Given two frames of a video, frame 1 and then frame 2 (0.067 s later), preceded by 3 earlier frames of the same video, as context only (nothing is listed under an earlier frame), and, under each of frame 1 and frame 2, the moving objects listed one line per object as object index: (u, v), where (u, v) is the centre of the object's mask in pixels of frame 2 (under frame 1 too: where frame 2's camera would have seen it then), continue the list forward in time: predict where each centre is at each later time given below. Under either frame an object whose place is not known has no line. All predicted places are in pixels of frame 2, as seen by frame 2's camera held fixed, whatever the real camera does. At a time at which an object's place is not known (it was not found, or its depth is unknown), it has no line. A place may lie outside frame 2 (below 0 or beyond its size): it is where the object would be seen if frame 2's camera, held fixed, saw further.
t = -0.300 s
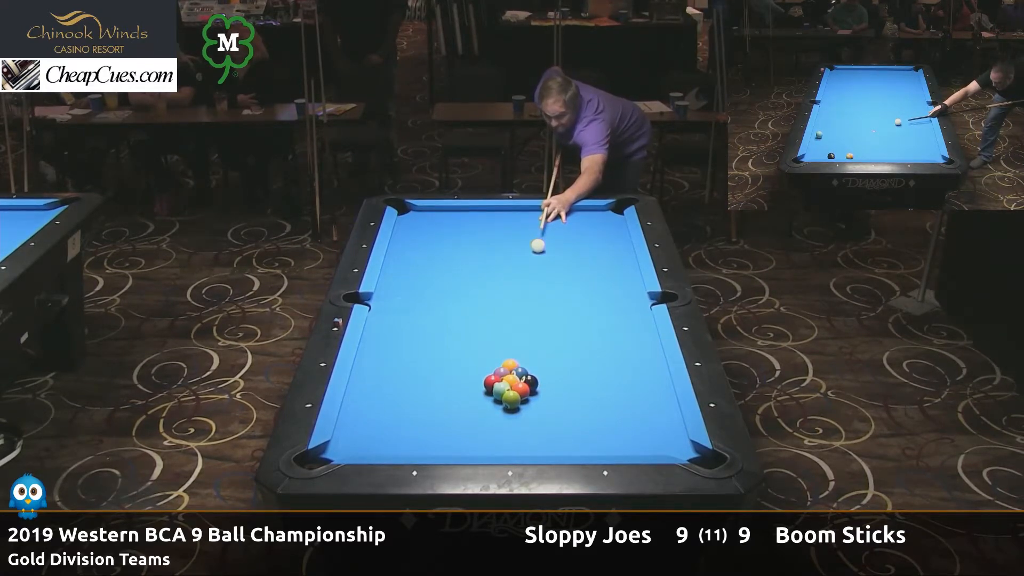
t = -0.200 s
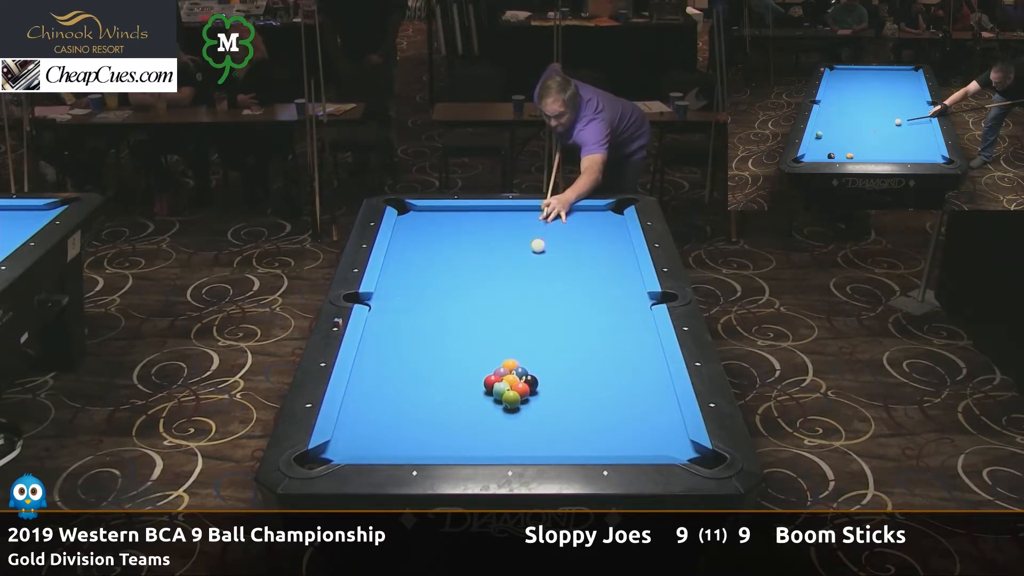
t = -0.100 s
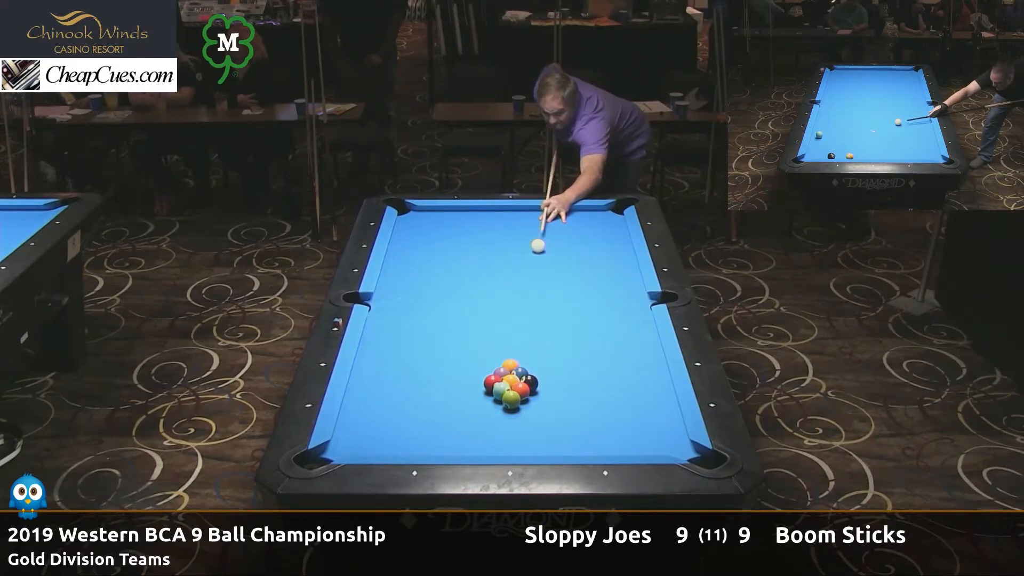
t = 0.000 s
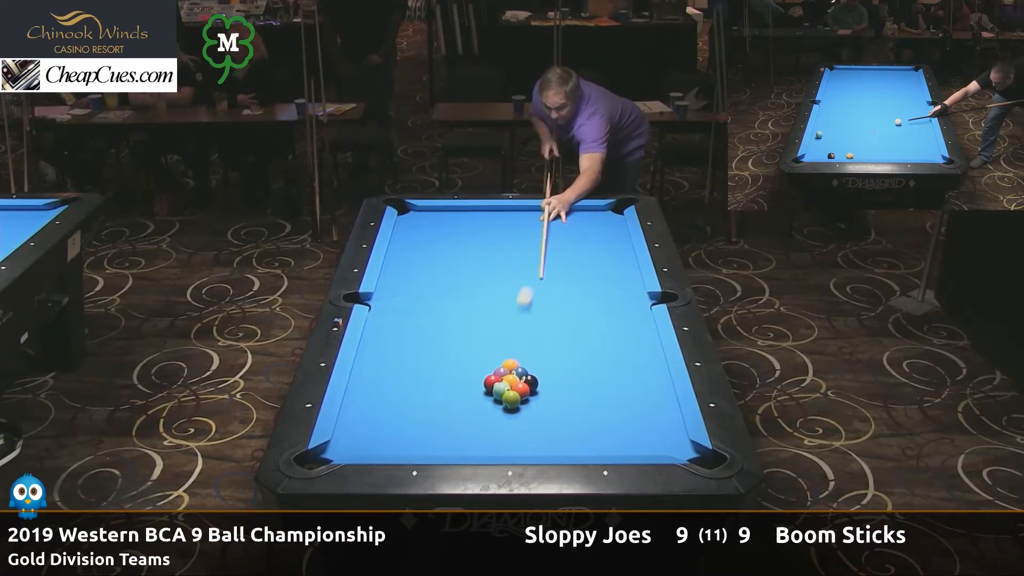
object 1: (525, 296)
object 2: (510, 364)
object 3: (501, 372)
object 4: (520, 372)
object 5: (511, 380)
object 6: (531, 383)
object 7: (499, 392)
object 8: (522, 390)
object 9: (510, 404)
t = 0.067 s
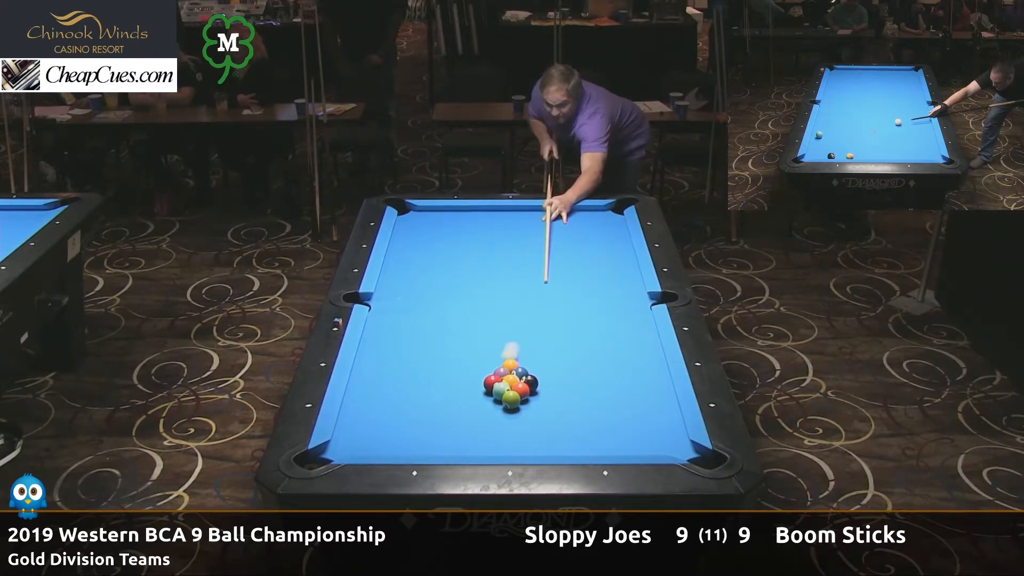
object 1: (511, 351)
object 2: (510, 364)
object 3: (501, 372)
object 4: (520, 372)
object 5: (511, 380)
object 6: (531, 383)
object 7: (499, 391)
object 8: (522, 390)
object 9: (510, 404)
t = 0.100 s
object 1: (500, 351)
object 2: (511, 364)
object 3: (497, 375)
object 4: (527, 374)
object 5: (513, 383)
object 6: (553, 393)
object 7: (493, 401)
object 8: (524, 395)
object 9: (510, 411)
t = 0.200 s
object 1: (468, 344)
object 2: (513, 361)
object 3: (484, 374)
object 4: (547, 367)
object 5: (521, 383)
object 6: (638, 423)
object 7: (464, 430)
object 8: (533, 401)
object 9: (507, 446)
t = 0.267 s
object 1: (449, 338)
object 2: (515, 357)
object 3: (476, 372)
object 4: (559, 363)
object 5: (526, 383)
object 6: (673, 439)
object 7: (446, 446)
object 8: (540, 405)
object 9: (505, 445)
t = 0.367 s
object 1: (420, 333)
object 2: (518, 351)
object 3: (465, 371)
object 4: (576, 357)
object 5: (533, 383)
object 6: (627, 448)
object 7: (431, 440)
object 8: (549, 412)
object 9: (503, 426)
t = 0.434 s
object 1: (402, 331)
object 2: (519, 348)
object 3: (457, 369)
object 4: (588, 354)
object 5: (538, 383)
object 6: (601, 447)
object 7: (424, 430)
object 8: (555, 416)
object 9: (502, 414)
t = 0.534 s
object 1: (376, 331)
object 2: (521, 343)
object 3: (446, 368)
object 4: (604, 348)
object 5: (545, 383)
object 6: (567, 440)
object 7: (414, 416)
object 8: (565, 422)
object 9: (500, 397)
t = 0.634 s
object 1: (380, 340)
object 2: (524, 338)
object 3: (435, 367)
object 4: (620, 343)
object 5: (552, 383)
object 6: (535, 434)
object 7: (403, 404)
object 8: (574, 429)
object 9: (498, 380)
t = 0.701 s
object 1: (388, 348)
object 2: (525, 335)
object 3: (428, 366)
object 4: (630, 339)
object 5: (556, 383)
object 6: (513, 430)
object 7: (397, 395)
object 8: (581, 433)
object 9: (496, 370)
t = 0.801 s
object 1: (398, 361)
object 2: (527, 330)
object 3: (418, 364)
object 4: (645, 335)
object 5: (562, 382)
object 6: (482, 423)
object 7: (388, 383)
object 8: (590, 439)
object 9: (495, 355)
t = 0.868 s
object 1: (394, 367)
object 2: (529, 328)
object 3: (423, 364)
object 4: (646, 332)
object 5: (566, 382)
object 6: (462, 419)
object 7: (382, 376)
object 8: (597, 443)
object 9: (494, 346)
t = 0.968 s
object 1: (403, 366)
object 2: (530, 323)
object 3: (432, 364)
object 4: (635, 328)
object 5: (572, 382)
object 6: (433, 413)
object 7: (360, 378)
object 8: (606, 448)
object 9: (492, 333)
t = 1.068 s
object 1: (413, 366)
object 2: (532, 319)
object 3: (440, 365)
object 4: (625, 325)
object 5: (578, 383)
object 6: (404, 407)
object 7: (378, 375)
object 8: (613, 448)
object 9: (491, 321)
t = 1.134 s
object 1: (419, 367)
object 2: (533, 316)
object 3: (446, 365)
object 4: (618, 322)
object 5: (581, 382)
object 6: (385, 402)
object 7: (388, 372)
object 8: (617, 446)
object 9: (490, 313)
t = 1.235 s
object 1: (427, 367)
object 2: (535, 313)
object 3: (453, 365)
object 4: (608, 318)
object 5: (587, 382)
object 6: (358, 397)
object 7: (404, 369)
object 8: (622, 444)
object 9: (489, 302)
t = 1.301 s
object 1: (433, 367)
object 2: (536, 310)
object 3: (459, 365)
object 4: (602, 316)
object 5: (590, 382)
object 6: (361, 392)
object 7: (414, 367)
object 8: (625, 441)
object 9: (488, 295)
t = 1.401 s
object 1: (444, 367)
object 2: (538, 306)
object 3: (466, 365)
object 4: (592, 313)
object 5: (595, 382)
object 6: (380, 384)
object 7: (425, 363)
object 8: (630, 438)
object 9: (487, 284)
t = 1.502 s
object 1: (456, 368)
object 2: (540, 303)
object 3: (474, 365)
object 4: (583, 310)
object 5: (599, 382)
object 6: (398, 376)
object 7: (435, 360)
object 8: (634, 434)
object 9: (486, 275)
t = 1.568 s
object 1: (462, 368)
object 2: (541, 301)
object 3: (480, 365)
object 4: (577, 308)
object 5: (602, 382)
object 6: (410, 371)
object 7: (442, 357)
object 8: (637, 432)
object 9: (485, 268)
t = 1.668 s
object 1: (470, 369)
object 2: (542, 298)
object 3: (490, 365)
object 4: (569, 305)
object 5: (606, 382)
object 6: (427, 364)
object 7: (452, 354)
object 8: (641, 428)
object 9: (484, 260)
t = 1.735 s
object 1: (475, 369)
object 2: (543, 296)
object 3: (496, 365)
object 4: (563, 303)
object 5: (609, 382)
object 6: (438, 360)
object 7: (458, 352)
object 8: (644, 427)
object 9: (483, 254)
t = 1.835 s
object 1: (483, 370)
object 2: (544, 292)
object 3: (506, 365)
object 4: (555, 300)
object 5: (612, 382)
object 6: (452, 353)
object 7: (469, 348)
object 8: (648, 424)
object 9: (482, 246)
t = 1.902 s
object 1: (489, 370)
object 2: (544, 288)
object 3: (512, 365)
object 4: (549, 299)
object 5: (615, 382)
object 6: (459, 350)
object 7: (478, 345)
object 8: (650, 422)
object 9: (481, 241)
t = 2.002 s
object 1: (497, 371)
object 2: (547, 286)
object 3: (521, 364)
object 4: (542, 296)
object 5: (618, 381)
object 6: (468, 345)
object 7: (491, 341)
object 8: (654, 419)
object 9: (480, 233)
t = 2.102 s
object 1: (504, 372)
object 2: (547, 285)
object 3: (529, 364)
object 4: (534, 293)
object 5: (621, 381)
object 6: (477, 341)
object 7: (504, 336)
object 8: (657, 416)
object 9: (479, 226)
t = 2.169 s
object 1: (509, 372)
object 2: (548, 283)
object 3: (535, 364)
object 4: (529, 292)
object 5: (623, 381)
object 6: (483, 338)
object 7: (513, 333)
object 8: (659, 415)
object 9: (479, 221)
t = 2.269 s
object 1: (516, 373)
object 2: (549, 281)
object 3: (543, 364)
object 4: (522, 289)
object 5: (626, 381)
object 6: (491, 334)
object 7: (525, 329)
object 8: (662, 412)
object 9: (478, 215)
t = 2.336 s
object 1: (520, 373)
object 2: (550, 280)
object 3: (548, 364)
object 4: (518, 287)
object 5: (627, 381)
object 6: (497, 331)
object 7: (534, 326)
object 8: (664, 411)
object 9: (477, 210)
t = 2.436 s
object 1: (527, 374)
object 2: (551, 278)
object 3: (556, 364)
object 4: (511, 285)
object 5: (629, 381)
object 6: (505, 327)
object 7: (545, 322)
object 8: (667, 409)
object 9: (476, 212)
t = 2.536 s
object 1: (533, 375)
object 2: (552, 275)
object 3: (564, 364)
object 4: (504, 283)
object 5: (631, 380)
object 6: (512, 323)
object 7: (557, 318)
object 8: (669, 406)
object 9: (475, 216)
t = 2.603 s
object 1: (538, 376)
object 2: (552, 274)
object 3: (569, 363)
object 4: (500, 281)
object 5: (632, 380)
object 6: (518, 321)
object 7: (564, 316)
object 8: (668, 405)
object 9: (474, 218)
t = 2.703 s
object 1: (544, 376)
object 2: (553, 272)
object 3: (576, 363)
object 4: (494, 279)
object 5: (634, 380)
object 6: (525, 317)
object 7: (575, 312)
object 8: (666, 404)
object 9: (473, 222)
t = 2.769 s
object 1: (548, 377)
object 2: (554, 271)
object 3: (581, 363)
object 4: (490, 278)
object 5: (635, 380)
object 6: (530, 315)
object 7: (582, 310)
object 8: (665, 404)
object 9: (473, 224)
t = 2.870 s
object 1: (553, 377)
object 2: (555, 269)
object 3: (588, 363)
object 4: (485, 276)
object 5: (636, 380)
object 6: (537, 312)
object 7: (592, 306)
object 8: (664, 402)
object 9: (471, 228)
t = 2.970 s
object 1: (559, 378)
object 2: (556, 267)
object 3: (594, 363)
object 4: (479, 275)
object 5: (637, 380)
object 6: (543, 308)
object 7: (602, 303)
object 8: (662, 402)
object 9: (470, 232)
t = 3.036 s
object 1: (562, 379)
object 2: (556, 266)
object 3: (598, 363)
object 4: (476, 273)
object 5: (638, 380)
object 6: (548, 306)
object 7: (608, 300)
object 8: (661, 401)
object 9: (469, 234)
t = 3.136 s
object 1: (568, 379)
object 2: (557, 264)
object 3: (605, 363)
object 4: (470, 272)
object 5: (638, 380)
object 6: (554, 303)
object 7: (618, 297)
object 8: (660, 400)
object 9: (468, 238)
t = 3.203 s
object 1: (571, 380)
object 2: (557, 263)
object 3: (609, 363)
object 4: (467, 270)
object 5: (638, 380)
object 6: (558, 301)
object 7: (624, 295)
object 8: (659, 400)
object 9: (467, 240)
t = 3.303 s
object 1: (575, 381)
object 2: (558, 262)
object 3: (614, 363)
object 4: (462, 269)
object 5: (639, 380)
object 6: (564, 298)
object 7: (633, 292)
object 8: (658, 399)
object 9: (466, 244)
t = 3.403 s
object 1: (580, 381)
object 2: (559, 261)
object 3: (620, 363)
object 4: (457, 267)
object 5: (638, 380)
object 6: (570, 295)
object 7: (636, 289)
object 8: (657, 398)
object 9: (465, 248)
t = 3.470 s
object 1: (583, 382)
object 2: (559, 260)
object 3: (623, 363)
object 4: (454, 266)
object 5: (638, 380)
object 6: (574, 294)
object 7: (632, 288)
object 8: (657, 398)
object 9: (464, 250)
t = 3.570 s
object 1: (587, 382)
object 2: (560, 259)
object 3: (629, 363)
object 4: (450, 265)
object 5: (638, 380)
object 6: (579, 291)
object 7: (626, 286)
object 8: (657, 398)
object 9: (463, 254)
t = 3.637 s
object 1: (590, 383)
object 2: (560, 258)
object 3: (632, 363)
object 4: (447, 264)
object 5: (638, 380)
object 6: (583, 289)
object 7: (623, 285)
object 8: (657, 398)
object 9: (462, 257)
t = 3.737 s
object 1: (593, 383)
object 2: (561, 257)
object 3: (637, 363)
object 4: (443, 262)
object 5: (638, 380)
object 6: (588, 287)
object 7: (617, 284)
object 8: (656, 398)
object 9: (461, 260)
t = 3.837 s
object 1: (597, 384)
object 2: (562, 256)
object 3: (641, 363)
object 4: (439, 261)
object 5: (638, 380)
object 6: (593, 285)
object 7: (612, 282)
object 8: (656, 397)
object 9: (459, 264)
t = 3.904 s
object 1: (599, 384)
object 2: (562, 255)
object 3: (644, 363)
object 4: (437, 260)
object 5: (638, 380)
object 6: (595, 283)
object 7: (609, 281)
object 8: (656, 398)
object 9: (458, 266)
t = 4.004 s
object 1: (602, 385)
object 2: (563, 255)
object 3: (648, 363)
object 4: (433, 258)
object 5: (638, 380)
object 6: (593, 282)
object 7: (611, 279)
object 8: (656, 397)
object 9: (457, 270)
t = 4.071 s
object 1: (604, 385)
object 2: (563, 254)
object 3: (651, 363)
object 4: (431, 258)
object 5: (638, 380)
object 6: (592, 281)
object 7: (611, 277)
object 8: (656, 397)
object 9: (456, 272)
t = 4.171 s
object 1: (606, 386)
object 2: (564, 253)
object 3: (654, 363)
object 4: (427, 257)
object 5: (638, 380)
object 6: (590, 280)
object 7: (612, 275)
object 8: (656, 397)
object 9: (455, 276)
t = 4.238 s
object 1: (608, 386)
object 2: (564, 253)
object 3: (657, 363)
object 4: (425, 256)
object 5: (638, 380)
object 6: (589, 279)
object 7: (613, 274)
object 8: (656, 397)
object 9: (454, 278)
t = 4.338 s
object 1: (610, 387)
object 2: (564, 252)
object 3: (656, 363)
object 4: (422, 255)
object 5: (638, 380)
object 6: (587, 278)
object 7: (614, 272)
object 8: (656, 398)
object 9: (452, 282)
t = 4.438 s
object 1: (612, 387)
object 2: (565, 252)
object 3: (654, 363)
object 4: (419, 254)
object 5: (638, 380)
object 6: (586, 277)
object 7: (614, 270)
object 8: (656, 397)
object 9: (451, 285)
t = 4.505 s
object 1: (613, 387)
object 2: (565, 251)
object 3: (653, 363)
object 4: (417, 253)
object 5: (638, 380)
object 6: (585, 277)
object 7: (615, 269)
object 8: (656, 397)
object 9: (450, 288)
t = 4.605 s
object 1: (614, 388)
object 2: (565, 251)
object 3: (651, 363)
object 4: (415, 252)
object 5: (638, 380)
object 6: (584, 276)
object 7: (615, 267)
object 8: (656, 398)
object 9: (448, 291)
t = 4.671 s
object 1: (615, 388)
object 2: (565, 251)
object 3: (651, 363)
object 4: (413, 251)
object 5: (638, 380)
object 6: (583, 275)
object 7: (616, 266)
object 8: (656, 397)
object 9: (448, 293)
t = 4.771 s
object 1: (616, 389)
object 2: (566, 250)
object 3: (649, 363)
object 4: (410, 251)
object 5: (638, 380)
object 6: (582, 274)
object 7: (616, 264)
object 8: (656, 397)
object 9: (446, 296)
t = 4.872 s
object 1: (617, 389)
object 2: (566, 250)
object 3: (648, 363)
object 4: (408, 250)
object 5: (638, 380)
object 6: (582, 274)
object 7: (616, 263)
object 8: (656, 397)
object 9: (445, 300)
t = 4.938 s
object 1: (617, 389)
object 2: (566, 250)
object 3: (648, 363)
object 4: (406, 249)
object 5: (638, 380)
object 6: (581, 273)
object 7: (617, 262)
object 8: (656, 397)
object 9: (444, 302)
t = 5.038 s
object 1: (617, 390)
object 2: (566, 250)
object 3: (647, 363)
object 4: (404, 248)
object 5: (638, 380)
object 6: (580, 273)
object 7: (617, 261)
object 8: (656, 398)
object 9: (442, 305)
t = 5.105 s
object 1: (617, 390)
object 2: (566, 249)
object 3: (647, 363)
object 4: (403, 248)
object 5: (638, 380)
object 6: (580, 272)
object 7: (617, 260)
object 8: (656, 398)
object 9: (442, 307)
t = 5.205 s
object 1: (617, 390)
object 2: (567, 249)
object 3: (646, 363)
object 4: (401, 247)
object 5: (638, 380)
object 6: (580, 272)
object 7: (618, 259)
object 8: (656, 397)
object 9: (441, 311)
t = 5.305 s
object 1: (617, 390)
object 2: (567, 249)
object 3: (646, 363)
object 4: (399, 246)
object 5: (638, 380)
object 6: (579, 272)
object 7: (618, 258)
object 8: (656, 398)
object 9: (440, 314)
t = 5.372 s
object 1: (617, 390)
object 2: (567, 249)
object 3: (646, 363)
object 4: (398, 246)
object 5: (638, 380)
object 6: (579, 272)
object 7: (619, 257)
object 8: (656, 397)
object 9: (439, 316)
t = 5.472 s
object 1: (617, 390)
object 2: (567, 249)
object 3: (646, 363)
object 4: (396, 246)
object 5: (638, 380)
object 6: (579, 271)
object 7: (619, 256)
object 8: (656, 397)
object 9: (438, 319)
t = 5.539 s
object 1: (617, 390)
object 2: (567, 249)
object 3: (646, 363)
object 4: (395, 246)
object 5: (638, 381)
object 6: (579, 271)
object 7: (619, 256)
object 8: (656, 398)
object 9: (437, 321)
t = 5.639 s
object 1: (617, 390)
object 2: (567, 249)
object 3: (646, 363)
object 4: (395, 245)
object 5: (638, 381)
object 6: (579, 271)
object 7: (620, 255)
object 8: (656, 397)
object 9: (436, 324)
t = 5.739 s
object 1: (617, 390)
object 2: (567, 249)
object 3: (646, 363)
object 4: (395, 244)
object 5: (638, 380)
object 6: (579, 271)
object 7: (620, 254)
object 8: (656, 397)
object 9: (435, 326)
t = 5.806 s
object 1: (617, 390)
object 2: (567, 249)
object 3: (646, 363)
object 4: (396, 244)
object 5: (638, 381)
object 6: (579, 271)
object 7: (621, 254)
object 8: (656, 398)
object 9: (434, 328)
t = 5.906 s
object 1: (617, 390)
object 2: (567, 249)
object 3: (646, 363)
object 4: (397, 244)
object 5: (638, 380)
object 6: (579, 271)
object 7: (621, 253)
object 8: (656, 397)
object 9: (433, 331)
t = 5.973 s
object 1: (617, 390)
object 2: (567, 249)
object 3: (646, 363)
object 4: (397, 244)
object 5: (638, 380)
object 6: (579, 271)
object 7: (621, 253)
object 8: (656, 398)
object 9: (432, 333)
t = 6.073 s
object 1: (617, 390)
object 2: (567, 249)
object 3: (646, 363)
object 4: (397, 244)
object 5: (638, 380)
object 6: (579, 271)
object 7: (622, 252)
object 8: (656, 397)
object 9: (432, 335)
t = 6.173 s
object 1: (617, 390)
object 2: (567, 249)
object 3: (646, 363)
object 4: (398, 244)
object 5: (638, 380)
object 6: (579, 271)
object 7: (622, 252)
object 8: (656, 397)
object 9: (431, 338)
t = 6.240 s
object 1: (617, 390)
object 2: (567, 249)
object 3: (646, 363)
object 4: (398, 244)
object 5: (638, 380)
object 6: (579, 271)
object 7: (622, 251)
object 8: (656, 398)
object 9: (430, 339)
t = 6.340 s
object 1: (617, 390)
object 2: (567, 249)
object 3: (646, 363)
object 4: (398, 244)
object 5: (638, 380)
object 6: (579, 271)
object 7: (623, 251)
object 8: (656, 398)
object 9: (429, 341)
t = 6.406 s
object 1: (617, 390)
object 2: (567, 249)
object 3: (646, 363)
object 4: (398, 244)
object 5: (638, 380)
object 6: (579, 271)
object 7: (623, 251)
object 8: (656, 397)
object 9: (428, 343)
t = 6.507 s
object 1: (617, 390)
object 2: (567, 249)
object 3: (646, 363)
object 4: (398, 244)
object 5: (638, 380)
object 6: (579, 271)
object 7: (623, 251)
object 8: (656, 397)
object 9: (427, 345)
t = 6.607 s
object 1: (617, 390)
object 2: (567, 249)
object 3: (646, 363)
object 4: (398, 244)
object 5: (638, 380)
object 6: (579, 271)
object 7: (623, 251)
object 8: (656, 397)
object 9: (426, 347)
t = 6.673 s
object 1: (617, 390)
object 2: (567, 249)
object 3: (646, 363)
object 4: (398, 243)
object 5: (638, 380)
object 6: (579, 271)
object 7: (623, 250)
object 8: (656, 397)
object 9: (426, 348)
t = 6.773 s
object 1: (617, 390)
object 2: (567, 249)
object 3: (646, 363)
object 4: (398, 243)
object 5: (638, 380)
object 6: (579, 271)
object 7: (623, 250)
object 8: (656, 397)
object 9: (425, 350)
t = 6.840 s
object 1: (617, 390)
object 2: (567, 249)
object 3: (646, 363)
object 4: (398, 243)
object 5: (638, 380)
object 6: (579, 271)
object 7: (623, 250)
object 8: (656, 398)
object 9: (424, 351)
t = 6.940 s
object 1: (617, 390)
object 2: (567, 249)
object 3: (646, 363)
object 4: (398, 243)
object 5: (638, 380)
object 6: (579, 271)
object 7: (623, 250)
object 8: (656, 397)
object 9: (424, 353)
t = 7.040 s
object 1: (617, 390)
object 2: (567, 249)
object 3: (646, 363)
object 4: (398, 243)
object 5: (638, 380)
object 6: (579, 271)
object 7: (623, 250)
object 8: (656, 397)
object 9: (423, 354)
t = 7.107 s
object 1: (617, 390)
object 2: (567, 249)
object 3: (646, 363)
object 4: (398, 243)
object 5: (638, 380)
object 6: (579, 271)
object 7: (623, 250)
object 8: (656, 398)
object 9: (423, 356)
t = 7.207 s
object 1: (617, 390)
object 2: (567, 249)
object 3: (646, 363)
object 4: (398, 244)
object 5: (638, 380)
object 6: (579, 271)
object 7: (623, 250)
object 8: (656, 397)
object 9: (422, 357)
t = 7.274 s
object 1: (617, 390)
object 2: (567, 249)
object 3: (646, 363)
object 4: (398, 244)
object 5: (638, 380)
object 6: (579, 271)
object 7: (623, 250)
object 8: (656, 397)
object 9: (422, 358)
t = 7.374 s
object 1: (617, 390)
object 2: (567, 249)
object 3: (646, 363)
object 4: (398, 244)
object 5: (638, 380)
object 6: (579, 271)
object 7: (623, 250)
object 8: (656, 397)
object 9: (422, 359)
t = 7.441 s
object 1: (617, 390)
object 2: (567, 249)
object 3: (646, 363)
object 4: (398, 244)
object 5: (638, 380)
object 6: (579, 271)
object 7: (623, 250)
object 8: (656, 397)
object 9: (422, 360)
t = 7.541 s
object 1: (617, 390)
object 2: (567, 249)
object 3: (646, 363)
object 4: (398, 244)
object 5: (638, 380)
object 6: (579, 271)
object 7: (623, 250)
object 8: (656, 397)
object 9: (421, 360)
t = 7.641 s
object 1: (617, 390)
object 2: (567, 249)
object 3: (646, 363)
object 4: (398, 244)
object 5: (638, 380)
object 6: (579, 271)
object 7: (623, 250)
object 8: (656, 398)
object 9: (421, 361)
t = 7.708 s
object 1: (617, 390)
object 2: (567, 249)
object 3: (646, 363)
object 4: (398, 243)
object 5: (638, 380)
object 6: (579, 271)
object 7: (623, 250)
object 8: (656, 397)
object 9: (421, 362)
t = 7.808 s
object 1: (617, 390)
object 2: (567, 249)
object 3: (646, 363)
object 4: (398, 244)
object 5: (638, 380)
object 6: (579, 271)
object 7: (623, 250)
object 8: (656, 397)
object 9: (421, 362)
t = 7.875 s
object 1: (617, 390)
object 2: (567, 249)
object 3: (646, 363)
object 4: (398, 244)
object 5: (638, 380)
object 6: (579, 271)
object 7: (623, 250)
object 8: (656, 398)
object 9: (421, 363)
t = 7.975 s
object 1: (617, 390)
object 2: (567, 249)
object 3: (646, 363)
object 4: (398, 244)
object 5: (638, 380)
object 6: (579, 271)
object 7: (623, 250)
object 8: (656, 397)
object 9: (421, 363)
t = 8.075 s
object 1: (617, 390)
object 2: (567, 249)
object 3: (646, 363)
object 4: (398, 244)
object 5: (638, 380)
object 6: (579, 271)
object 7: (623, 250)
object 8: (656, 397)
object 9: (421, 364)
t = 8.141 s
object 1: (617, 390)
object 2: (567, 249)
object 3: (646, 363)
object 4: (398, 244)
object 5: (638, 380)
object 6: (579, 271)
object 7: (623, 250)
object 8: (656, 398)
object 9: (421, 364)
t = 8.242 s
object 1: (617, 390)
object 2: (567, 249)
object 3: (646, 363)
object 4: (398, 244)
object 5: (638, 380)
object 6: (579, 271)
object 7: (623, 250)
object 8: (656, 397)
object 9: (421, 364)
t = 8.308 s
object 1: (617, 390)
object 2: (567, 249)
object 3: (646, 363)
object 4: (398, 244)
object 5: (638, 380)
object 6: (579, 271)
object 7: (623, 250)
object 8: (656, 397)
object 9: (421, 364)
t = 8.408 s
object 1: (617, 390)
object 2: (567, 249)
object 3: (646, 363)
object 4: (398, 244)
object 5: (638, 380)
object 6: (579, 271)
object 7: (623, 250)
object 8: (656, 397)
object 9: (421, 364)
